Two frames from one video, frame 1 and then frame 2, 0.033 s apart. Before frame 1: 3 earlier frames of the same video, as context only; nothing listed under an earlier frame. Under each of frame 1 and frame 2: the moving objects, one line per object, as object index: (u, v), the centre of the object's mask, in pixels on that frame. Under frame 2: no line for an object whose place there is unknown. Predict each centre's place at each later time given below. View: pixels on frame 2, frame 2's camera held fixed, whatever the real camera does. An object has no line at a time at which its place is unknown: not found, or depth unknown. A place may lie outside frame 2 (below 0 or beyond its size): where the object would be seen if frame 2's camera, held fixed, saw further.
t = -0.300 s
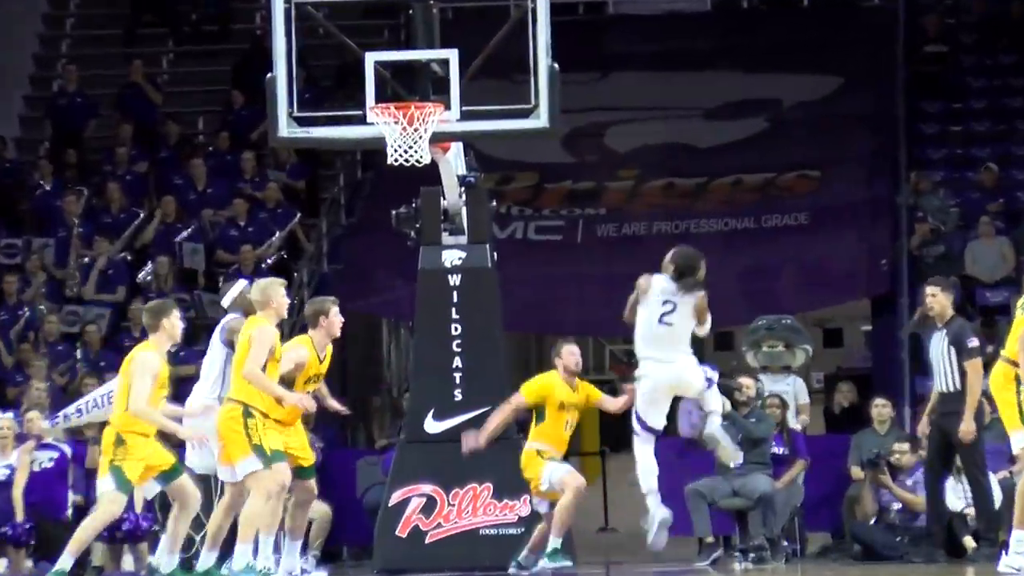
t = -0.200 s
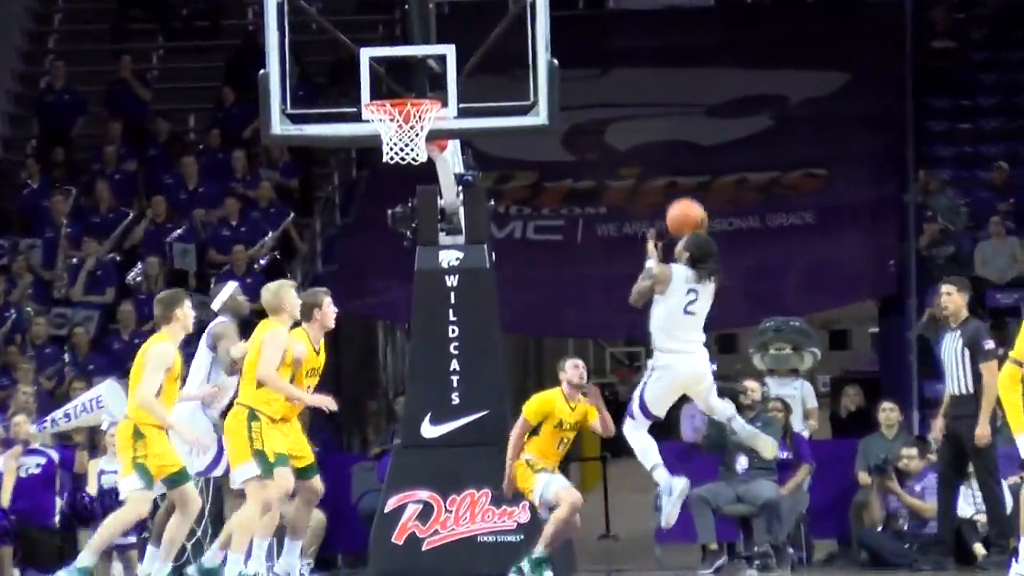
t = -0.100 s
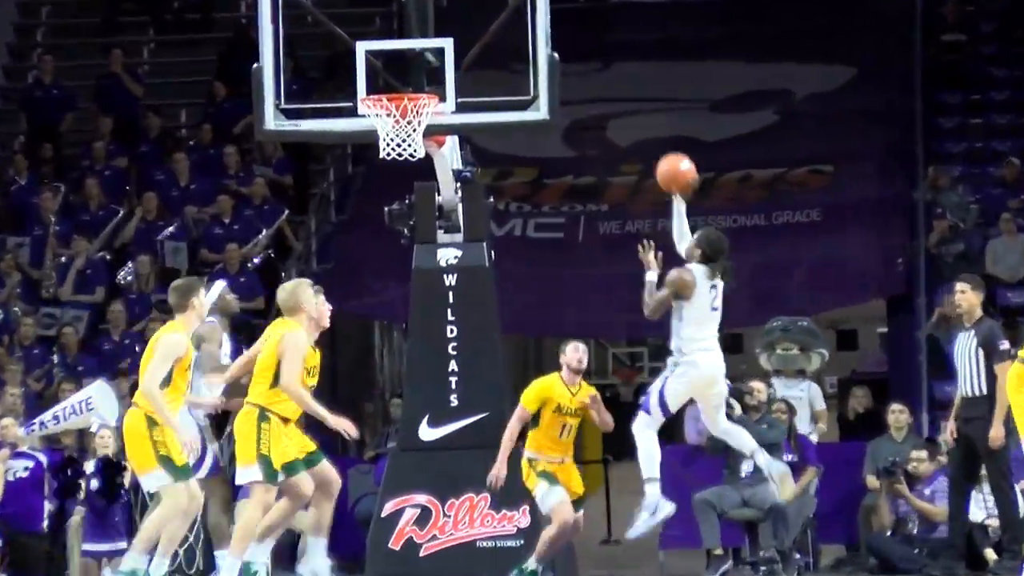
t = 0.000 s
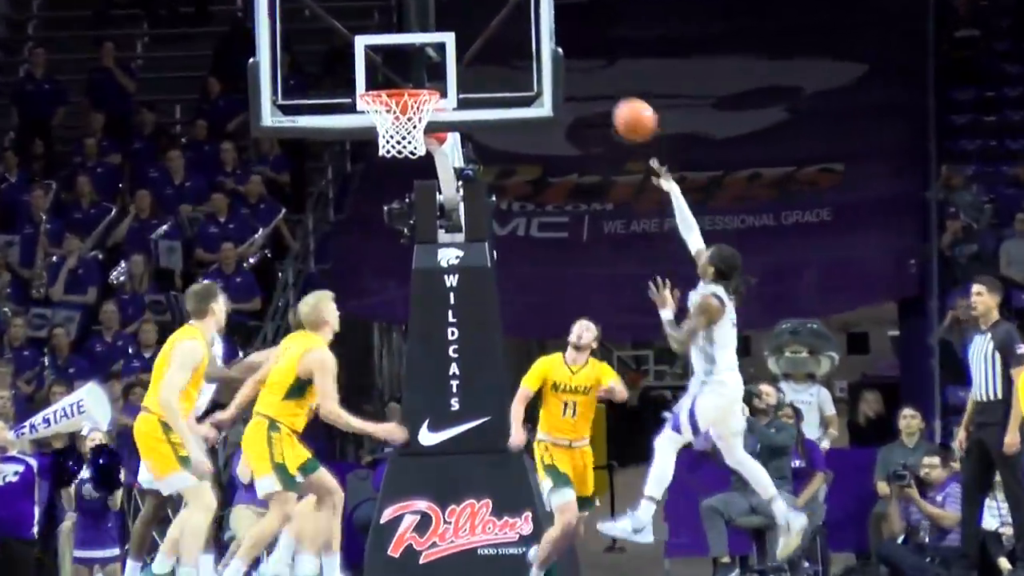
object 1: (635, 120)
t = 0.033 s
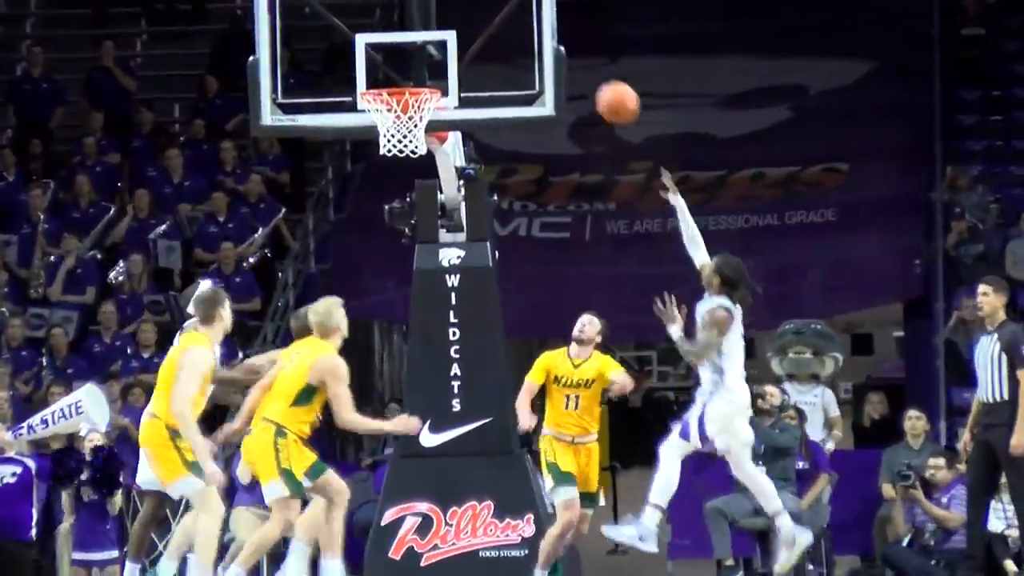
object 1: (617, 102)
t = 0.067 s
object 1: (595, 89)
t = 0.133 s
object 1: (552, 66)
